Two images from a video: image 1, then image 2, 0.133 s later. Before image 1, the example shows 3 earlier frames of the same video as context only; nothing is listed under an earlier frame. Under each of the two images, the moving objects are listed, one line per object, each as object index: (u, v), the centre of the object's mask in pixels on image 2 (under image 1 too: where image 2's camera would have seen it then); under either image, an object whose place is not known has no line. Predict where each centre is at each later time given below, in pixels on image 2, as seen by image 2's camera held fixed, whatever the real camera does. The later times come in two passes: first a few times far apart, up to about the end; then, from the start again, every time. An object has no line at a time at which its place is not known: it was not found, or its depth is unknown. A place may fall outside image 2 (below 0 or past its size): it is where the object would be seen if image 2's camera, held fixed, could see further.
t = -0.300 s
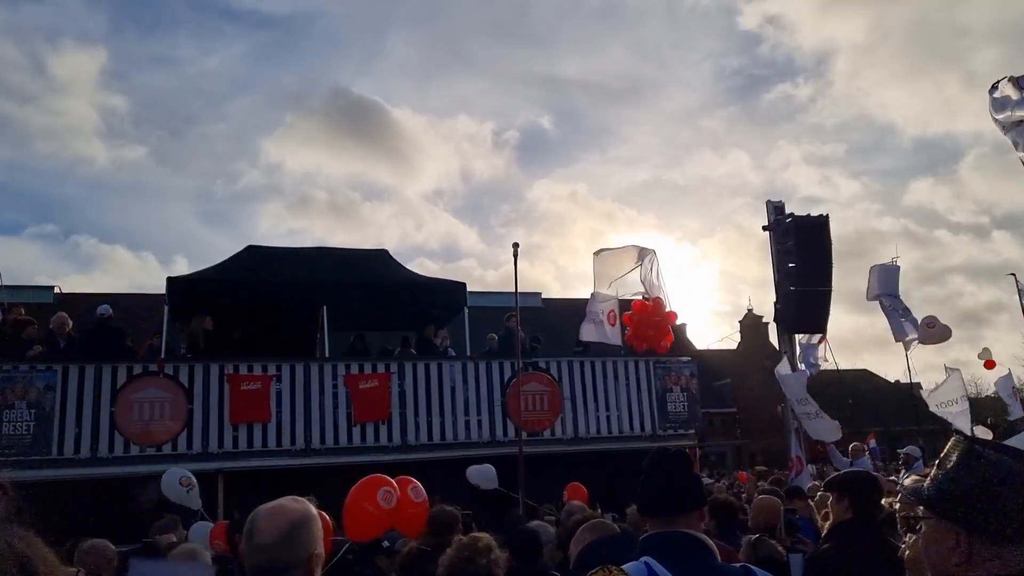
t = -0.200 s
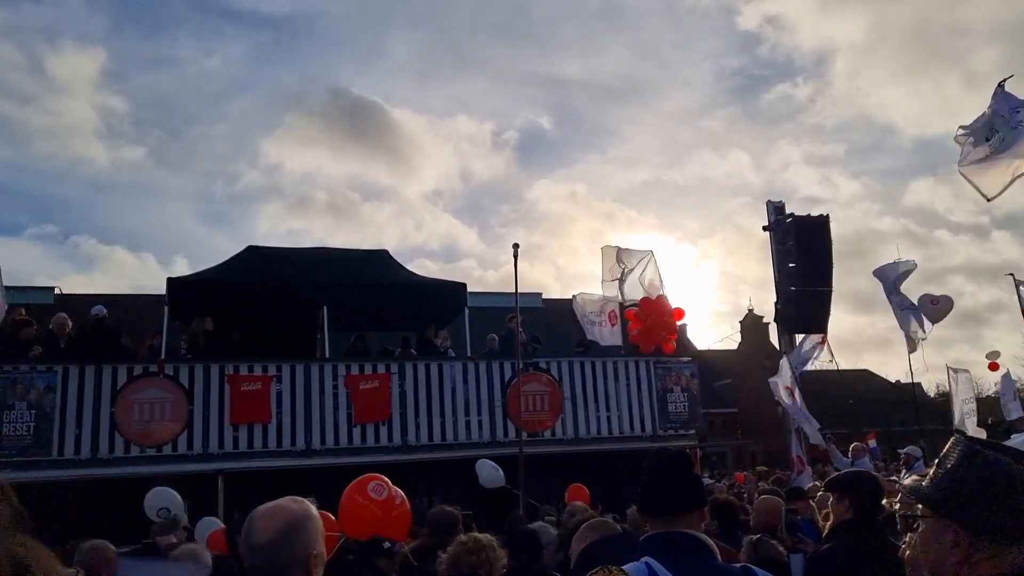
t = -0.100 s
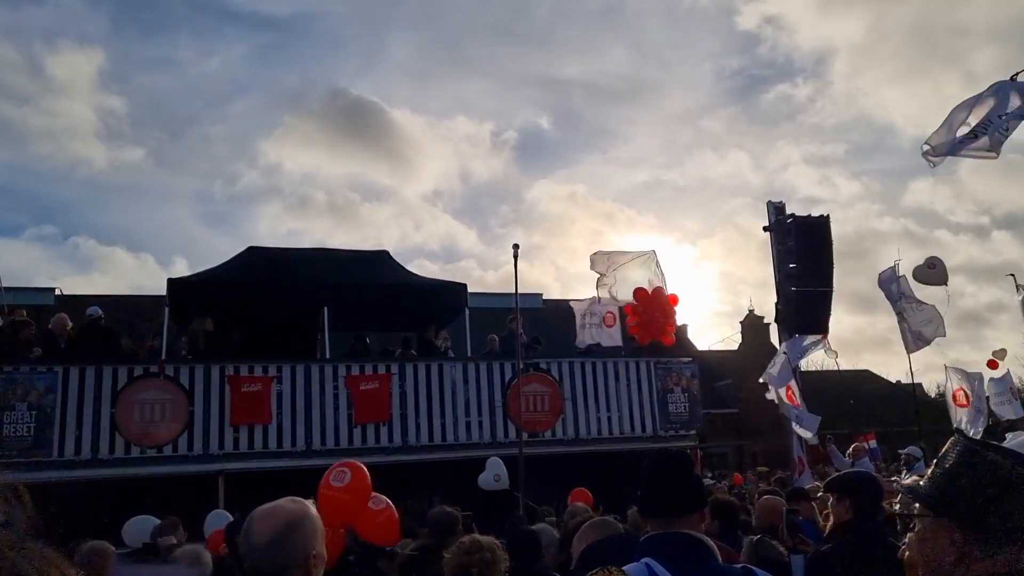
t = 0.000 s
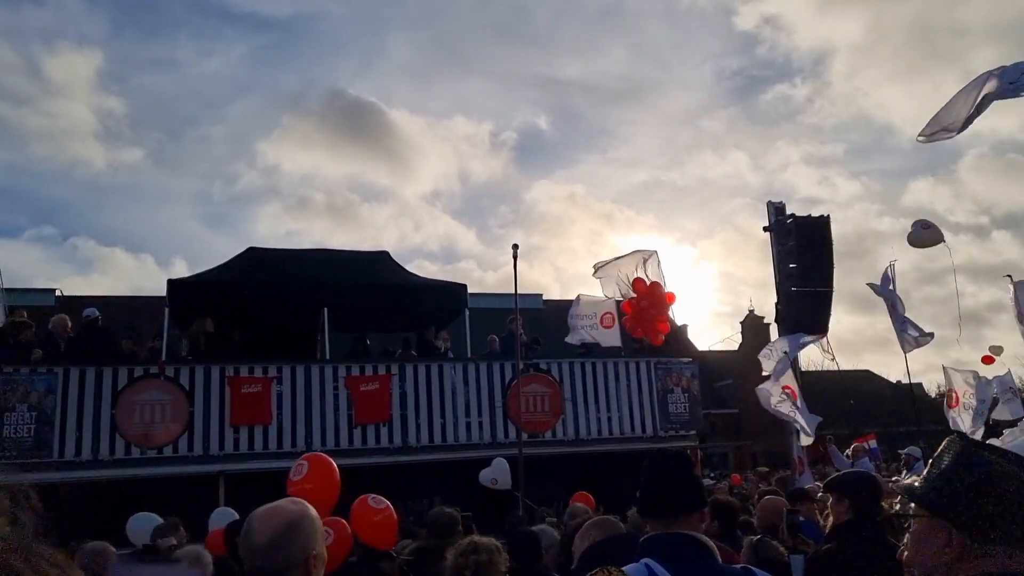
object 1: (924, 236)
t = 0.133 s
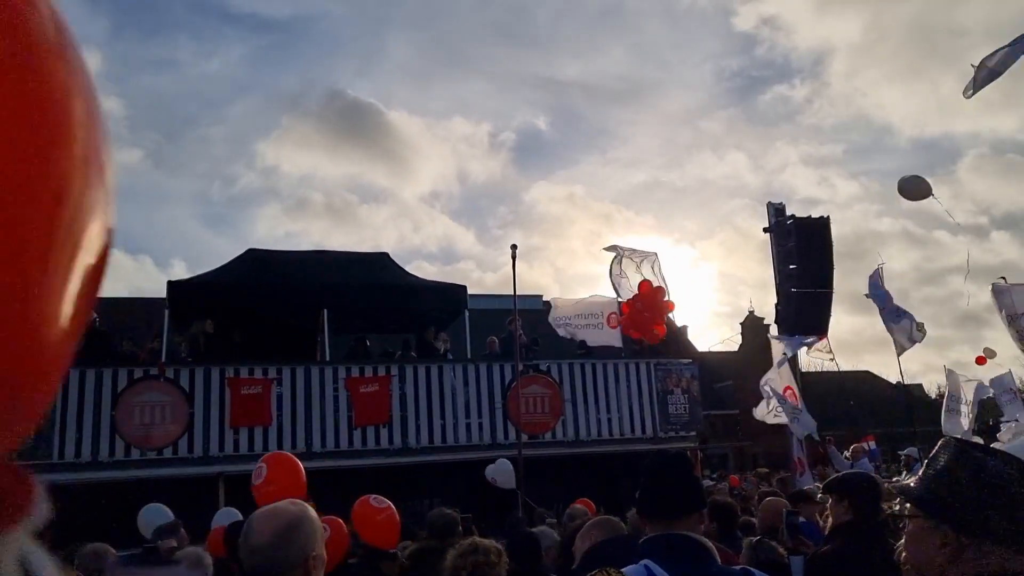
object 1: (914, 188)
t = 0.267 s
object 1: (896, 128)
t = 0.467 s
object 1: (860, 23)
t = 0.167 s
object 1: (911, 174)
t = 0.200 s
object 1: (906, 160)
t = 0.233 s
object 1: (901, 144)
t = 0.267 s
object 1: (896, 128)
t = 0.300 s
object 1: (891, 112)
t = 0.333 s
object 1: (886, 95)
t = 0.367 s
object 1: (881, 78)
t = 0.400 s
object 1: (875, 60)
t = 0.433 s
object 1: (868, 42)
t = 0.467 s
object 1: (860, 23)
